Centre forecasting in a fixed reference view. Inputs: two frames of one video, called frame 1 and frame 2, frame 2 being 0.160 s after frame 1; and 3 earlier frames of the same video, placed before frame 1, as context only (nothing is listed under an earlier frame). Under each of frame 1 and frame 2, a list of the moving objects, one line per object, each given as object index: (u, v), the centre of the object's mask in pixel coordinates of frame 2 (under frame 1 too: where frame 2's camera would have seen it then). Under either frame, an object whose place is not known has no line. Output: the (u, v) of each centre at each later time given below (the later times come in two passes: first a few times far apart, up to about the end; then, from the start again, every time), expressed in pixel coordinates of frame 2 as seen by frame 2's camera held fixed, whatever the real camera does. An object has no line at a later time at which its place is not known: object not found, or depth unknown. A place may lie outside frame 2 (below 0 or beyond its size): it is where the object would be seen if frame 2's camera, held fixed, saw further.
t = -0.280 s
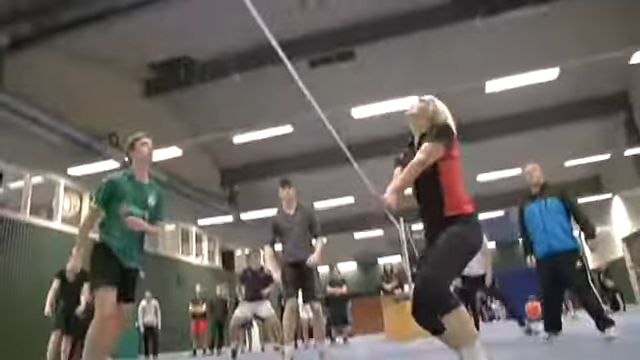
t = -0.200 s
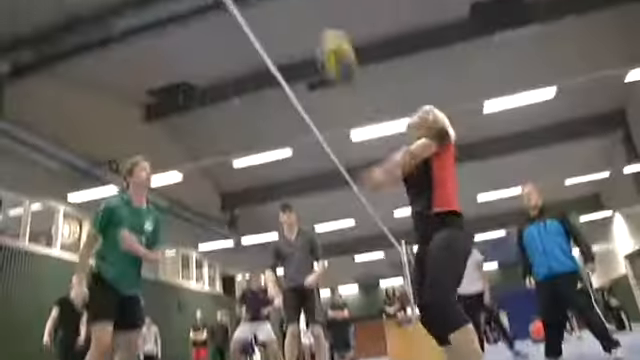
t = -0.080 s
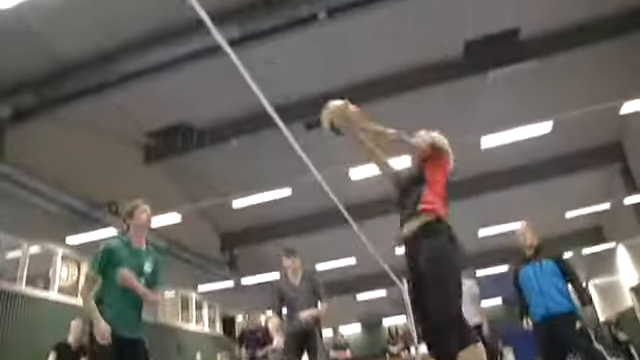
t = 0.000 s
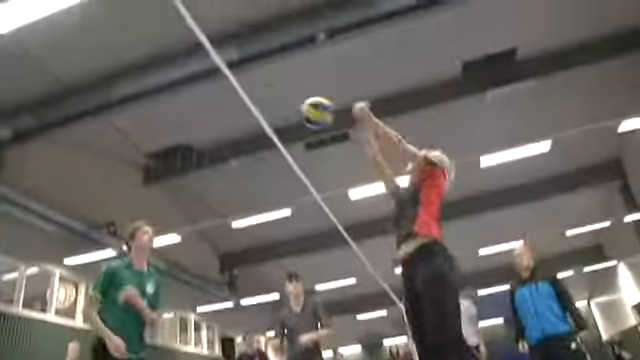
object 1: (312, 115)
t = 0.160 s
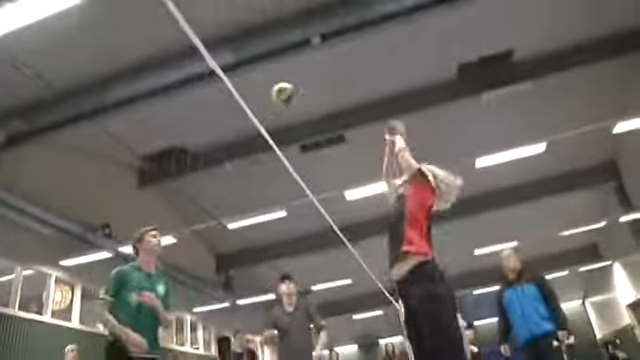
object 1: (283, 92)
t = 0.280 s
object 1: (270, 95)
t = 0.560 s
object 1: (251, 137)
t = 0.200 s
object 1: (277, 92)
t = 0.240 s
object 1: (274, 93)
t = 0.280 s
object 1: (270, 95)
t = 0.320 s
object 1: (268, 98)
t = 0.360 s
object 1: (264, 103)
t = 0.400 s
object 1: (260, 107)
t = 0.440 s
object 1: (260, 112)
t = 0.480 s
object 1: (253, 120)
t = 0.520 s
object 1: (251, 129)
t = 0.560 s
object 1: (251, 137)
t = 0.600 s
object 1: (250, 146)
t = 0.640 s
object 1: (247, 154)
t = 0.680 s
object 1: (245, 169)
